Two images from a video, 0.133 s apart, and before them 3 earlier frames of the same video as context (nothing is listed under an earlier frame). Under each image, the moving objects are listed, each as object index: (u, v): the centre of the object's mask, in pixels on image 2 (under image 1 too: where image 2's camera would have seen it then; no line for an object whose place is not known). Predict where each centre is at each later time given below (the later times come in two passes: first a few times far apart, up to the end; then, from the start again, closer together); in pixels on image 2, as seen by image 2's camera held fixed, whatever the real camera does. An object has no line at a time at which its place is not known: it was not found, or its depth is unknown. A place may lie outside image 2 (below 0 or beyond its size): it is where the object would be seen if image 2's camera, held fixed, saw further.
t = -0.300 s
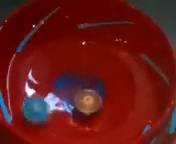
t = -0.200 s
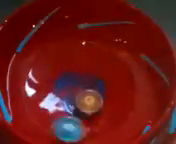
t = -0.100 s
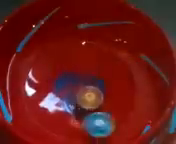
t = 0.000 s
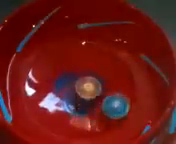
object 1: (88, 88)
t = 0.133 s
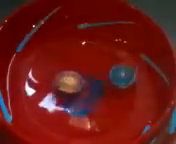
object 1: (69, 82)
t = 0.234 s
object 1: (42, 76)
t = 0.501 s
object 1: (37, 82)
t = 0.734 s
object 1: (36, 123)
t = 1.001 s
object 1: (70, 113)
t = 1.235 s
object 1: (87, 100)
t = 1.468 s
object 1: (89, 130)
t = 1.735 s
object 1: (77, 121)
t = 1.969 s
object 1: (54, 105)
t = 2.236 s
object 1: (51, 108)
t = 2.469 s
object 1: (57, 102)
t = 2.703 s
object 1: (58, 96)
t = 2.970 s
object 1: (50, 95)
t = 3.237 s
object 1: (51, 130)
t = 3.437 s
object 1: (92, 121)
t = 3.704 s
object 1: (109, 92)
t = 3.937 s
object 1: (84, 105)
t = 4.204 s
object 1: (79, 105)
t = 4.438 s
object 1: (63, 96)
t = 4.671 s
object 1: (61, 90)
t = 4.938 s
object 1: (67, 78)
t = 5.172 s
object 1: (85, 69)
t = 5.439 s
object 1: (115, 70)
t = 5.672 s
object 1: (109, 78)
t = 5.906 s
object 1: (111, 94)
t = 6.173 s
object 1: (102, 105)
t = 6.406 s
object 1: (83, 101)
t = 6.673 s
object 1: (67, 83)
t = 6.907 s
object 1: (61, 80)
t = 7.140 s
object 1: (59, 76)
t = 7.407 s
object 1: (63, 75)
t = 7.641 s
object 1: (68, 67)
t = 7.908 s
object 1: (72, 70)
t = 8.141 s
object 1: (70, 73)
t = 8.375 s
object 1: (69, 75)
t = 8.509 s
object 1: (68, 77)
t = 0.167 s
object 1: (58, 80)
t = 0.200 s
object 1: (48, 77)
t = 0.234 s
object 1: (42, 76)
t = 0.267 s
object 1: (39, 76)
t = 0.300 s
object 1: (37, 76)
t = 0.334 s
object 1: (36, 77)
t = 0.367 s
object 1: (35, 78)
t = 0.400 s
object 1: (35, 79)
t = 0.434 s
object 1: (36, 80)
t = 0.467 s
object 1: (36, 81)
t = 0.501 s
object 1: (37, 82)
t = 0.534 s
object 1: (34, 89)
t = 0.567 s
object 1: (28, 98)
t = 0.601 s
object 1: (27, 105)
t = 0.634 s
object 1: (27, 114)
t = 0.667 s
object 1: (27, 119)
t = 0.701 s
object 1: (31, 122)
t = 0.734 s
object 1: (36, 123)
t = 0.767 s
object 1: (41, 123)
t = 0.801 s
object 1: (44, 123)
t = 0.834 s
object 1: (47, 122)
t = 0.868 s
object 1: (52, 121)
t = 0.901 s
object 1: (57, 120)
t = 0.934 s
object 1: (61, 119)
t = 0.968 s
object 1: (66, 115)
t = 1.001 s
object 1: (70, 113)
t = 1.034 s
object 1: (73, 112)
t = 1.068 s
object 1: (76, 110)
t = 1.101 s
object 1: (79, 110)
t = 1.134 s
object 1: (81, 106)
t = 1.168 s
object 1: (83, 106)
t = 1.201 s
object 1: (85, 104)
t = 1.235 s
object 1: (87, 100)
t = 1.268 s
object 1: (88, 100)
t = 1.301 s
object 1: (91, 107)
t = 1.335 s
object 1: (91, 111)
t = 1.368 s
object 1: (92, 115)
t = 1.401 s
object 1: (93, 117)
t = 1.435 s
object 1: (93, 119)
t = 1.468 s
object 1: (89, 130)
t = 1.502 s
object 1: (87, 137)
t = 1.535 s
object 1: (84, 136)
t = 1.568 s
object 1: (82, 135)
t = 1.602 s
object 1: (80, 131)
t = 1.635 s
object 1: (79, 131)
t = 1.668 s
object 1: (78, 130)
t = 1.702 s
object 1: (78, 125)
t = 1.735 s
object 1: (77, 121)
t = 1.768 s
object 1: (78, 116)
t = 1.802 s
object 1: (77, 111)
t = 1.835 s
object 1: (78, 104)
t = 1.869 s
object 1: (74, 102)
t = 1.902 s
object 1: (66, 104)
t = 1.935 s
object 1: (59, 105)
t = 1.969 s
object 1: (54, 105)
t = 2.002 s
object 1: (51, 106)
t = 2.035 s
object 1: (51, 106)
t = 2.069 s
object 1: (51, 106)
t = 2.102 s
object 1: (50, 107)
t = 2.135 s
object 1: (50, 108)
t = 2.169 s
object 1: (50, 108)
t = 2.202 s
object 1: (50, 108)
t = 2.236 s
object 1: (51, 108)
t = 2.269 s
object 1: (51, 108)
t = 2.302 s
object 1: (52, 107)
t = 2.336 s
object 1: (53, 106)
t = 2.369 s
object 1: (54, 105)
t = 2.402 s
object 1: (55, 104)
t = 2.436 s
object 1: (56, 103)
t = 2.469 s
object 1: (57, 102)
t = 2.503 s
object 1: (58, 101)
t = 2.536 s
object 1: (60, 101)
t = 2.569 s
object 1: (59, 99)
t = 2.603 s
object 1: (61, 98)
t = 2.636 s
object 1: (60, 97)
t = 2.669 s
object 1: (59, 96)
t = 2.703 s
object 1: (58, 96)
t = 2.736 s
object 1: (53, 98)
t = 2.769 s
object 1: (48, 98)
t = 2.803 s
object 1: (45, 98)
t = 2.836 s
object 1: (45, 97)
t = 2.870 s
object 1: (45, 96)
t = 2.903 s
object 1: (46, 95)
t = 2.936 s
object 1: (48, 94)
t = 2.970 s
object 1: (50, 95)
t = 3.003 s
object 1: (51, 94)
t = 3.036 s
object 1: (53, 93)
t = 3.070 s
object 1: (54, 89)
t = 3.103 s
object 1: (52, 94)
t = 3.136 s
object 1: (47, 112)
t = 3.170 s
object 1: (45, 122)
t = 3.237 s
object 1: (51, 130)
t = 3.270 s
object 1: (60, 131)
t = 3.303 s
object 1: (66, 130)
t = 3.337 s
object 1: (74, 130)
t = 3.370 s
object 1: (80, 129)
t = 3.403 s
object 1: (86, 127)
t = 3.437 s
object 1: (92, 121)
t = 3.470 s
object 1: (97, 116)
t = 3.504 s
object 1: (100, 111)
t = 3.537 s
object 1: (103, 106)
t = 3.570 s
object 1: (105, 102)
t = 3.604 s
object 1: (106, 98)
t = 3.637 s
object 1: (108, 96)
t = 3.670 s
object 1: (108, 94)
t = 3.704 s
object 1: (109, 92)
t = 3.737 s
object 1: (107, 94)
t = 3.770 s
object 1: (103, 97)
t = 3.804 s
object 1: (99, 103)
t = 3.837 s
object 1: (94, 104)
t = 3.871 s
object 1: (91, 105)
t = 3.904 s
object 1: (88, 105)
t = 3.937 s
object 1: (84, 105)
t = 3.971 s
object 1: (83, 105)
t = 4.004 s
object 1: (81, 104)
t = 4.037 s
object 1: (80, 104)
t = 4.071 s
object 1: (80, 104)
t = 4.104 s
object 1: (80, 104)
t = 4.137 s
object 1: (80, 104)
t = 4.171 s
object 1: (79, 105)
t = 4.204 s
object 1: (79, 105)
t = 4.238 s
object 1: (79, 105)
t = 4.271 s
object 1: (78, 105)
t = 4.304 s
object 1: (73, 105)
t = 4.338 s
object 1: (69, 103)
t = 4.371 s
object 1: (67, 100)
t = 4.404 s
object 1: (65, 97)
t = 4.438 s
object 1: (63, 96)
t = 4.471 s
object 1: (62, 94)
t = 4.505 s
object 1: (62, 93)
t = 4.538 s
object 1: (62, 93)
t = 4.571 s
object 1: (62, 92)
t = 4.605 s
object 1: (62, 92)
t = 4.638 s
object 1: (61, 91)
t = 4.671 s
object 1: (61, 90)
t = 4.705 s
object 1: (61, 89)
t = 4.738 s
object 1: (60, 89)
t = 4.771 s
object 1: (60, 88)
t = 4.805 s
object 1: (60, 87)
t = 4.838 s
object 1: (61, 85)
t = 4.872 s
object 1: (63, 82)
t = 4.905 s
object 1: (65, 79)
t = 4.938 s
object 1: (67, 78)
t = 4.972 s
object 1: (67, 77)
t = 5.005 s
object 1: (69, 76)
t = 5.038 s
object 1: (70, 75)
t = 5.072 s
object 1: (71, 74)
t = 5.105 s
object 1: (73, 73)
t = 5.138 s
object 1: (78, 71)
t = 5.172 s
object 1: (85, 69)
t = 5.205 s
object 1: (91, 68)
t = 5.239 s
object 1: (96, 67)
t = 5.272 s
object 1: (100, 67)
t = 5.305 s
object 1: (105, 67)
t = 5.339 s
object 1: (109, 67)
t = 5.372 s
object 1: (112, 68)
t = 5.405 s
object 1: (113, 69)
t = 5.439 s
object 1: (115, 70)
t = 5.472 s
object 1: (116, 72)
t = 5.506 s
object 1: (116, 73)
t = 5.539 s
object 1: (115, 74)
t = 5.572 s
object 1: (114, 75)
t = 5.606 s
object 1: (112, 76)
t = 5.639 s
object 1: (111, 77)
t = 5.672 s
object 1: (109, 78)
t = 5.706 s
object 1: (107, 79)
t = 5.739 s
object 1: (106, 81)
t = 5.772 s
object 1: (107, 83)
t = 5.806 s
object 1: (109, 87)
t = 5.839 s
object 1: (111, 90)
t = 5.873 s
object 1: (111, 92)
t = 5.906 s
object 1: (111, 94)
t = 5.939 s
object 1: (110, 95)
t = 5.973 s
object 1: (110, 96)
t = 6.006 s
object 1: (109, 97)
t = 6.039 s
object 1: (108, 98)
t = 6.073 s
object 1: (108, 97)
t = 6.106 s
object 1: (107, 99)
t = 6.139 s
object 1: (105, 100)
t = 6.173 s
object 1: (102, 105)
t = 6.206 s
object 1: (99, 107)
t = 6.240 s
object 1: (96, 106)
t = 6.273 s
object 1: (92, 105)
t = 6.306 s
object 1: (90, 104)
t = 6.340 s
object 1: (87, 103)
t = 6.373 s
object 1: (85, 102)
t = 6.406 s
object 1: (83, 101)
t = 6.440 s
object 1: (81, 100)
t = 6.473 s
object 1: (79, 98)
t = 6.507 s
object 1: (77, 96)
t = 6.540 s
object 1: (76, 94)
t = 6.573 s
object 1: (73, 91)
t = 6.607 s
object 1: (71, 88)
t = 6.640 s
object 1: (68, 85)
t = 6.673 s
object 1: (67, 83)
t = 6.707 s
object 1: (66, 81)
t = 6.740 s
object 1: (65, 80)
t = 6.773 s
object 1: (64, 79)
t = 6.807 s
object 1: (62, 78)
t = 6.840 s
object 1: (60, 80)
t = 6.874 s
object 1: (60, 80)
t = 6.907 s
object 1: (61, 80)
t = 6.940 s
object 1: (61, 80)
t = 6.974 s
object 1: (61, 80)
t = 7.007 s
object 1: (62, 79)
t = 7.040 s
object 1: (63, 79)
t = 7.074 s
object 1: (63, 79)
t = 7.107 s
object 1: (60, 77)
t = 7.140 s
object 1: (59, 76)
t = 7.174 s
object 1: (59, 76)
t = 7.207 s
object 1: (59, 74)
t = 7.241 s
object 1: (60, 74)
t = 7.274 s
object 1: (61, 75)
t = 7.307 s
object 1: (62, 76)
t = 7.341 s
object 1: (62, 76)
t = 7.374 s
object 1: (62, 75)
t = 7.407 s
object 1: (63, 75)
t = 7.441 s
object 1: (63, 75)
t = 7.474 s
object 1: (63, 75)
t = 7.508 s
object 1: (63, 75)
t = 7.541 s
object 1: (63, 74)
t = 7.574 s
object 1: (64, 71)
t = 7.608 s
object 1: (66, 68)
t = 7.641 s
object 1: (68, 67)
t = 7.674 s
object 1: (70, 67)
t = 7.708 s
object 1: (72, 67)
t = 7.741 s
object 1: (73, 68)
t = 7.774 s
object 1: (74, 69)
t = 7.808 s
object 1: (73, 69)
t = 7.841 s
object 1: (73, 70)
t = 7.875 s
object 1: (72, 70)
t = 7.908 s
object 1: (72, 70)
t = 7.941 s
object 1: (72, 70)
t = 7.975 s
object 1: (71, 71)
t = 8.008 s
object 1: (71, 71)
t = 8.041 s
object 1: (71, 71)
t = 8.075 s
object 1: (71, 72)
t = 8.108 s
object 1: (71, 72)
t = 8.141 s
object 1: (70, 73)
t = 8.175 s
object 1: (70, 73)
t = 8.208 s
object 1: (70, 73)
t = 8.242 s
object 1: (70, 74)
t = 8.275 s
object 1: (69, 74)
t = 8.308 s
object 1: (69, 74)
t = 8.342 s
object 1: (69, 75)
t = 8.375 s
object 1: (69, 75)
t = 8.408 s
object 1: (68, 76)
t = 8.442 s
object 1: (68, 76)
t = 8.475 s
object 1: (68, 77)
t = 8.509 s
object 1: (68, 77)
